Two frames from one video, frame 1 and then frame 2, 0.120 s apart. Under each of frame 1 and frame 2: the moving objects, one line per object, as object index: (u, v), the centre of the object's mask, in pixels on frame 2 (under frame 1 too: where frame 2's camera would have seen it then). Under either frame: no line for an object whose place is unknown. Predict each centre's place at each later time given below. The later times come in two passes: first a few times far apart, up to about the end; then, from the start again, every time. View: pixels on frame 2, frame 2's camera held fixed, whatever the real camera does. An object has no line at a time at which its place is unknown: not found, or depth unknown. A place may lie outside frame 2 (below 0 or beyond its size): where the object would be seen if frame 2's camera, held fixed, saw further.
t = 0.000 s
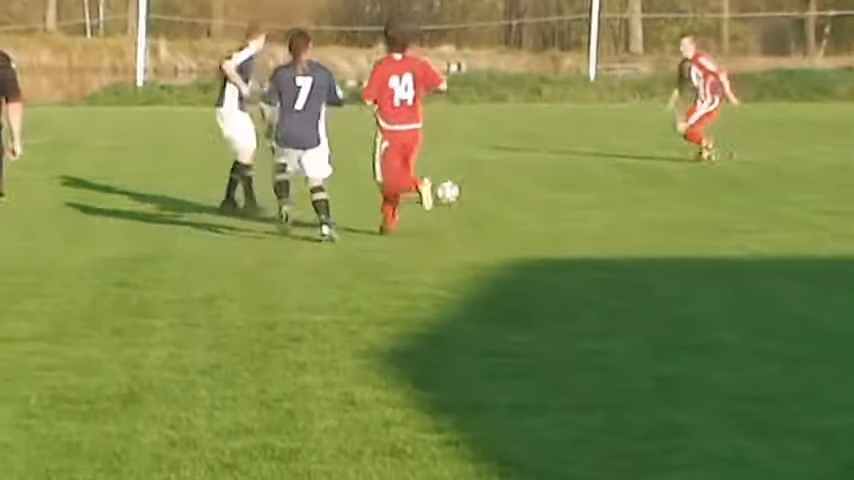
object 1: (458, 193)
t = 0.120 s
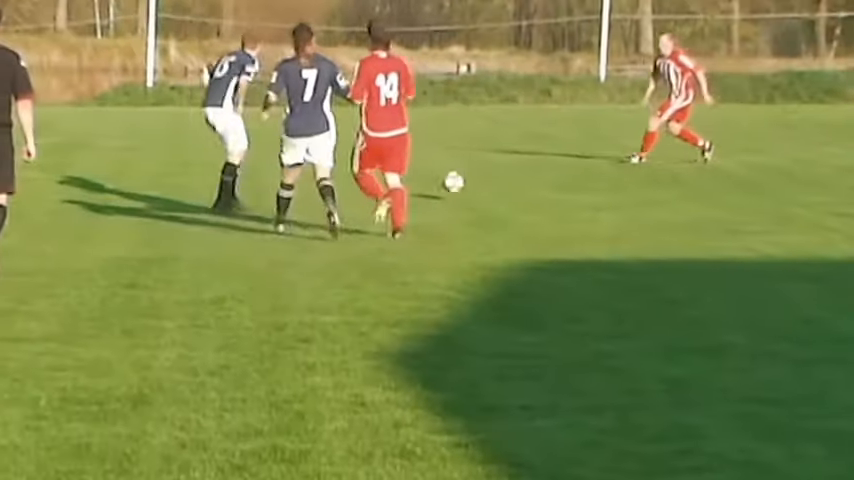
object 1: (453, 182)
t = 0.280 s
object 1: (448, 165)
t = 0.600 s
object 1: (444, 162)
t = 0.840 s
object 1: (446, 148)
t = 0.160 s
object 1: (452, 175)
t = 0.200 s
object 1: (452, 171)
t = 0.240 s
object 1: (450, 168)
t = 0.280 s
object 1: (448, 165)
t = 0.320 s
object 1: (446, 165)
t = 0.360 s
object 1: (445, 166)
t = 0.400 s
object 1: (444, 169)
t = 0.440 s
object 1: (444, 174)
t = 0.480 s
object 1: (444, 172)
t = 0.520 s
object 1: (444, 167)
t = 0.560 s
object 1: (444, 164)
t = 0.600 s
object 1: (444, 162)
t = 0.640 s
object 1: (444, 161)
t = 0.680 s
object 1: (445, 162)
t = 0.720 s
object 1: (446, 164)
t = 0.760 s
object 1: (446, 160)
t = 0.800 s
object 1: (446, 153)
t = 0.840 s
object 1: (446, 148)
